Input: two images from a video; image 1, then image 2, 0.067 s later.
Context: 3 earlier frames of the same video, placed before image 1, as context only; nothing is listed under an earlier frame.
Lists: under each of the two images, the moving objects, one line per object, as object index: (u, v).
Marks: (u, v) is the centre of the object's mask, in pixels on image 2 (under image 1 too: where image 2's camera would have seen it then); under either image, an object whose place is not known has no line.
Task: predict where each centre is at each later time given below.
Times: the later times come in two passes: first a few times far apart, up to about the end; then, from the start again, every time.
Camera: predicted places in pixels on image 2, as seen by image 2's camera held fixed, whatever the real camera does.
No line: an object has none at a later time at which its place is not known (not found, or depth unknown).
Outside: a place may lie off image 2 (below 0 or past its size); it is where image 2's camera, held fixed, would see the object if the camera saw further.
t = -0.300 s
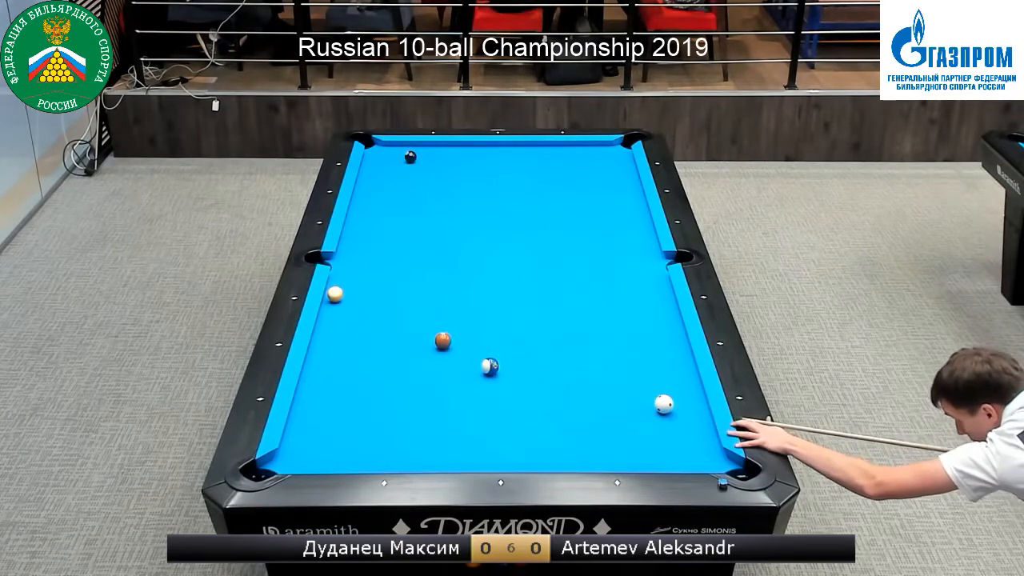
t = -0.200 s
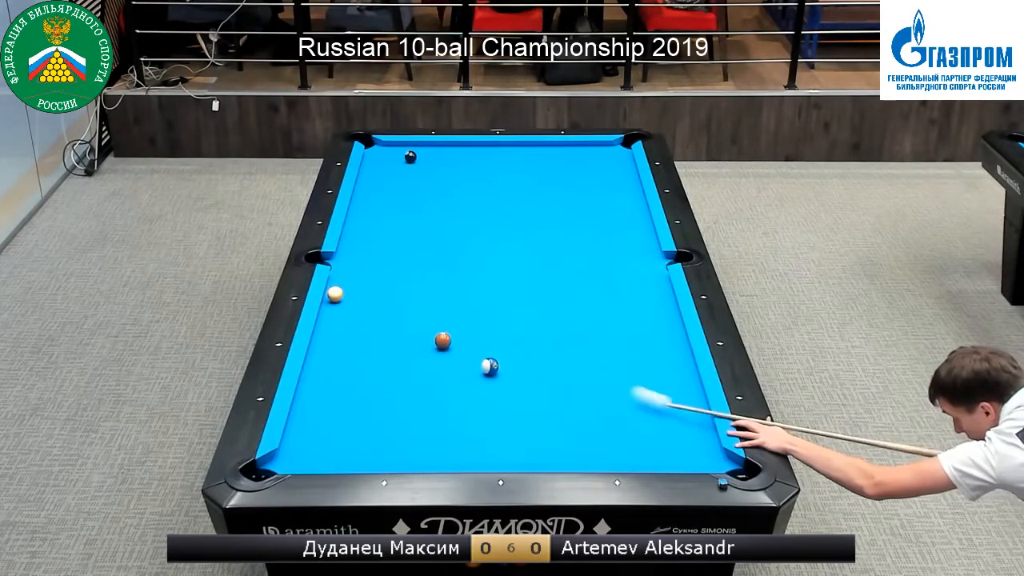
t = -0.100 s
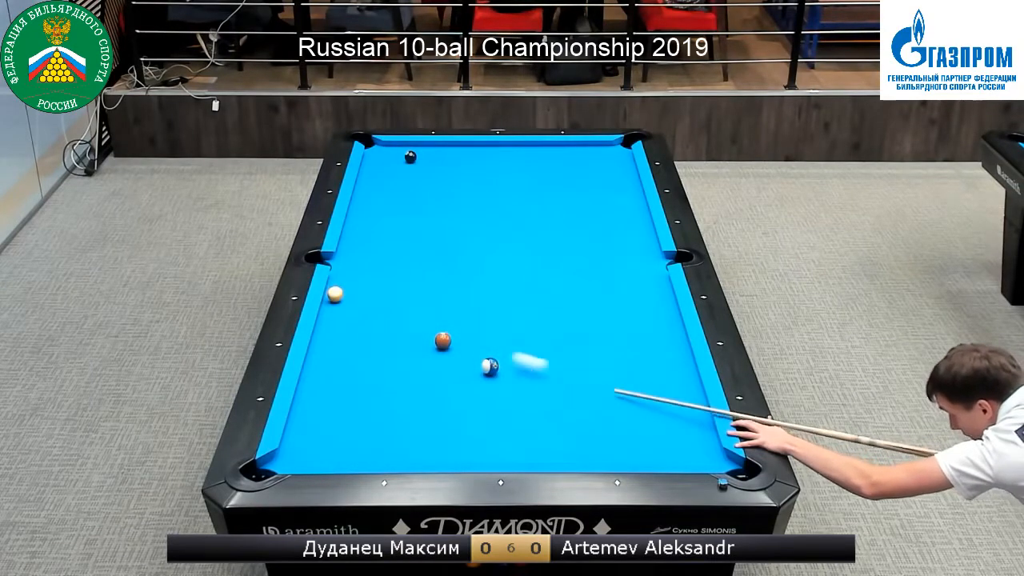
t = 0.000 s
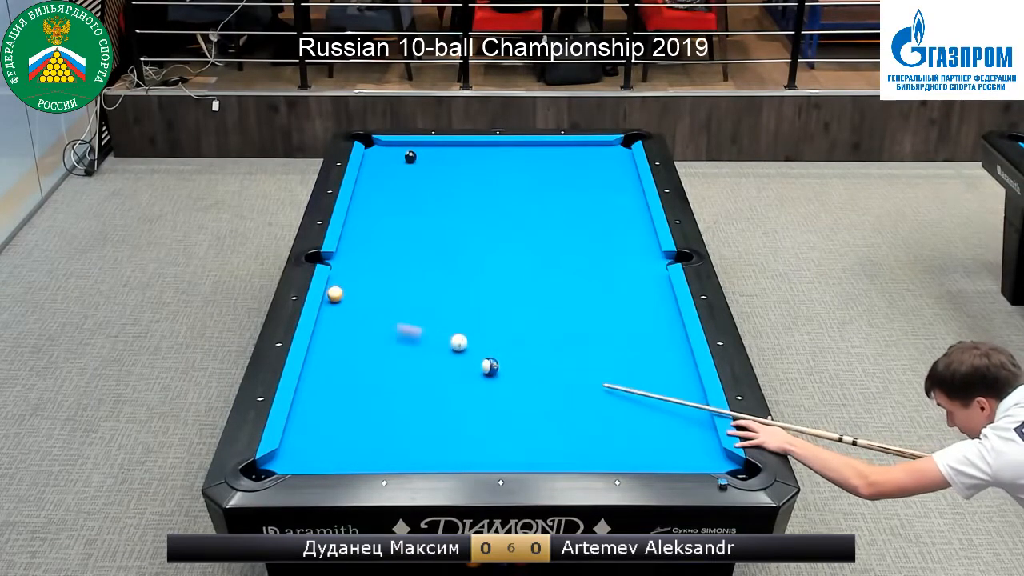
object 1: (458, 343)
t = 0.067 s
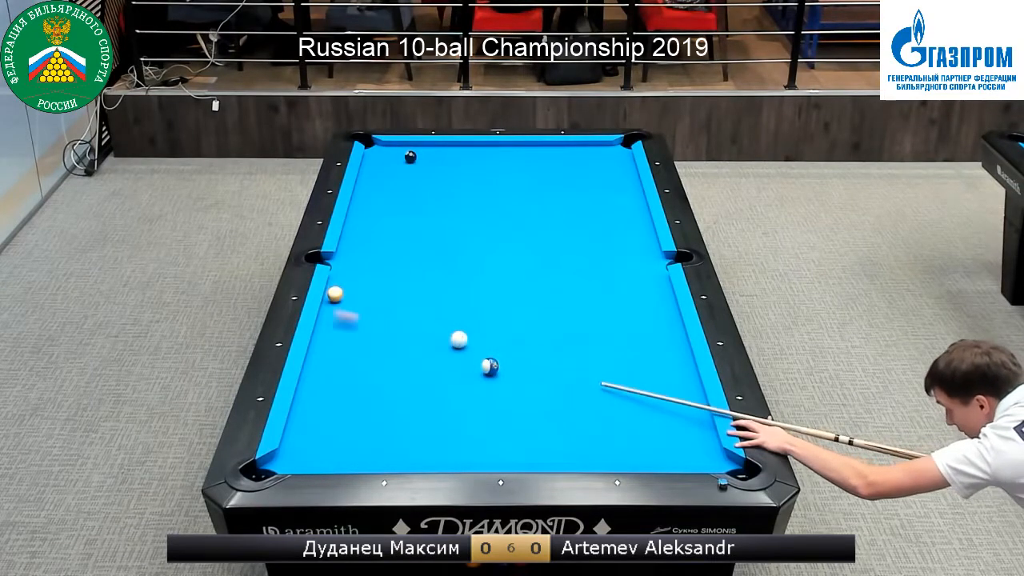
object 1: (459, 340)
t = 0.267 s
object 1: (459, 332)
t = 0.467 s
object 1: (459, 324)
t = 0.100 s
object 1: (459, 339)
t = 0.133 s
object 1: (459, 337)
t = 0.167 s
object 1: (459, 336)
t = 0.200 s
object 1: (459, 334)
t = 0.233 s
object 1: (459, 333)
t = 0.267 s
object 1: (459, 332)
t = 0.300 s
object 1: (459, 331)
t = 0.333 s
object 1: (459, 329)
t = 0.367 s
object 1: (459, 328)
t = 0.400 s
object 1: (459, 327)
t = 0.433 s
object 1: (459, 326)
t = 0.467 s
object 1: (459, 324)
